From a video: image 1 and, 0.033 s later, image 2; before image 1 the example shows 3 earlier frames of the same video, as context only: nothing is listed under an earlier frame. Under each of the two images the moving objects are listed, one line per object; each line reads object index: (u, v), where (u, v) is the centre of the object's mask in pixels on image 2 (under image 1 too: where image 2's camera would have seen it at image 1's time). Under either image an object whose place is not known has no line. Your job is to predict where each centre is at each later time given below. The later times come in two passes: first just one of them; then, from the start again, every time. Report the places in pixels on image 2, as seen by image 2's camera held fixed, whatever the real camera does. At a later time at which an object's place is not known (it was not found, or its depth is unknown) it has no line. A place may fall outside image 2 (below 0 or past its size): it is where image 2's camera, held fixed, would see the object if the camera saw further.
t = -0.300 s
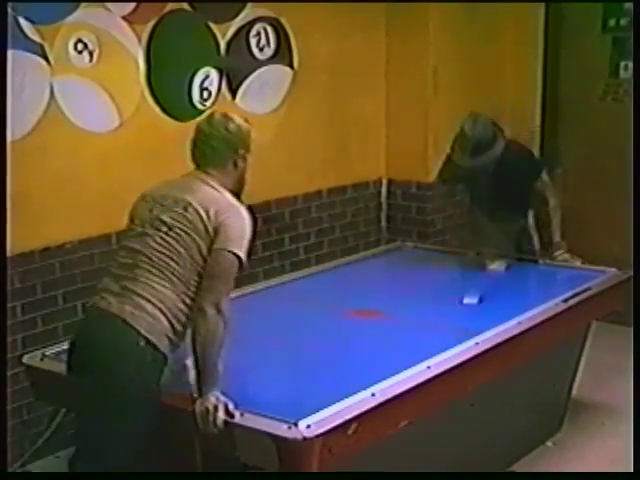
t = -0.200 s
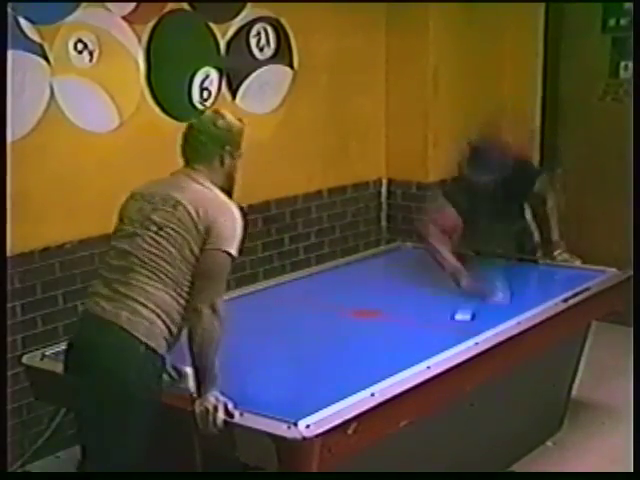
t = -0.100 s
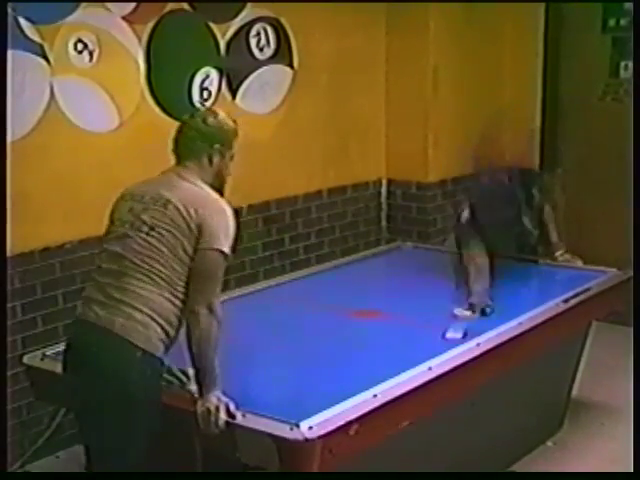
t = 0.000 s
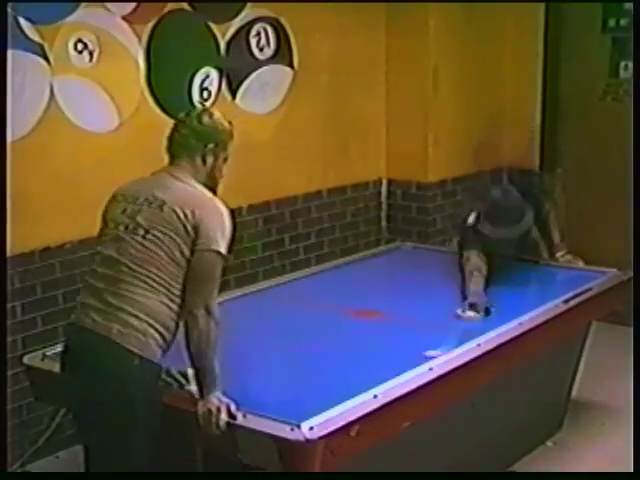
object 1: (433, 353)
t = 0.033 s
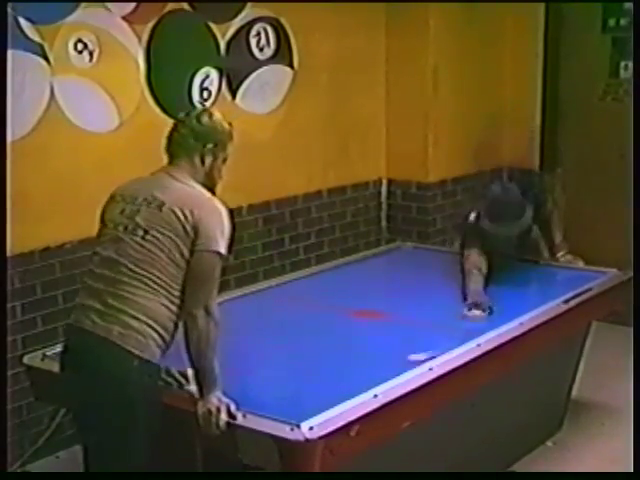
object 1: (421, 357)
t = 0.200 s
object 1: (330, 377)
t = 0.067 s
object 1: (403, 361)
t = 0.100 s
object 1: (387, 364)
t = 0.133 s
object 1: (364, 370)
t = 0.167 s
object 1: (347, 374)
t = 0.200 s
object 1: (330, 377)
